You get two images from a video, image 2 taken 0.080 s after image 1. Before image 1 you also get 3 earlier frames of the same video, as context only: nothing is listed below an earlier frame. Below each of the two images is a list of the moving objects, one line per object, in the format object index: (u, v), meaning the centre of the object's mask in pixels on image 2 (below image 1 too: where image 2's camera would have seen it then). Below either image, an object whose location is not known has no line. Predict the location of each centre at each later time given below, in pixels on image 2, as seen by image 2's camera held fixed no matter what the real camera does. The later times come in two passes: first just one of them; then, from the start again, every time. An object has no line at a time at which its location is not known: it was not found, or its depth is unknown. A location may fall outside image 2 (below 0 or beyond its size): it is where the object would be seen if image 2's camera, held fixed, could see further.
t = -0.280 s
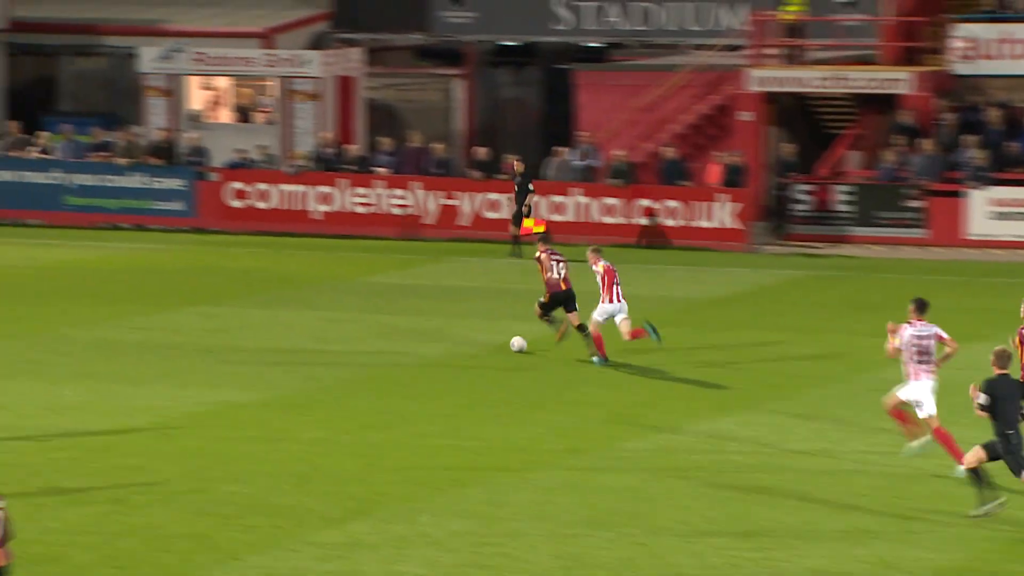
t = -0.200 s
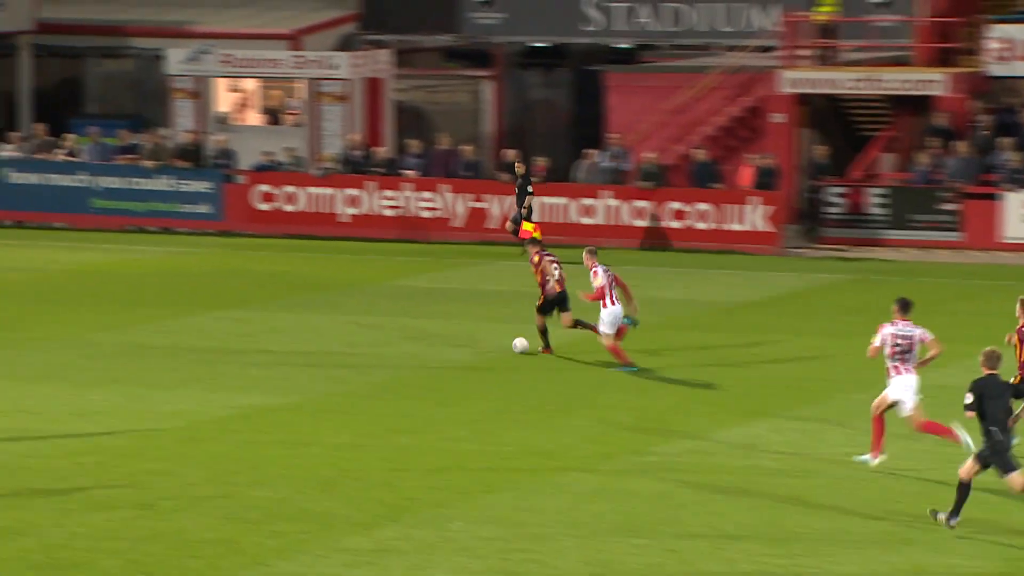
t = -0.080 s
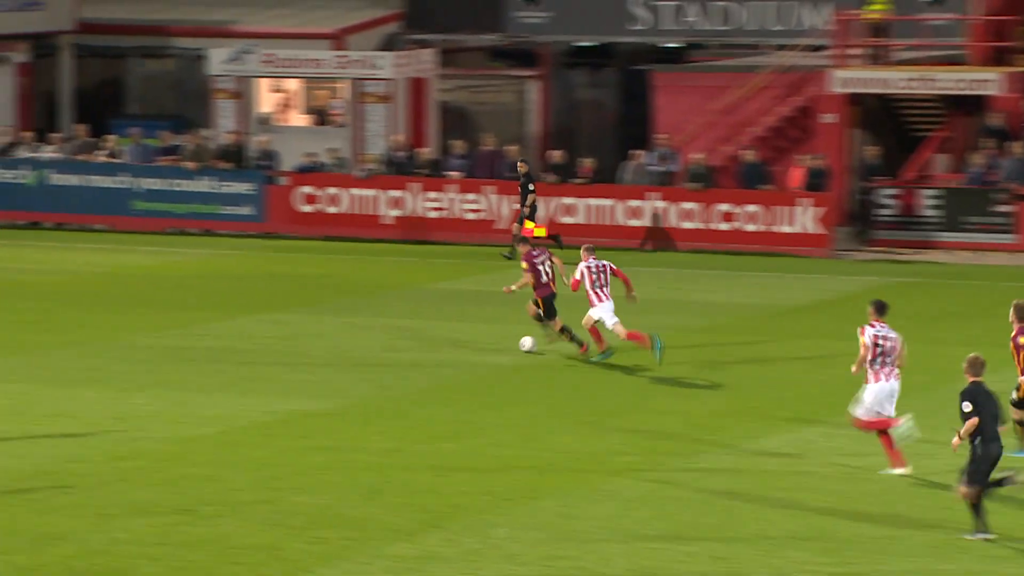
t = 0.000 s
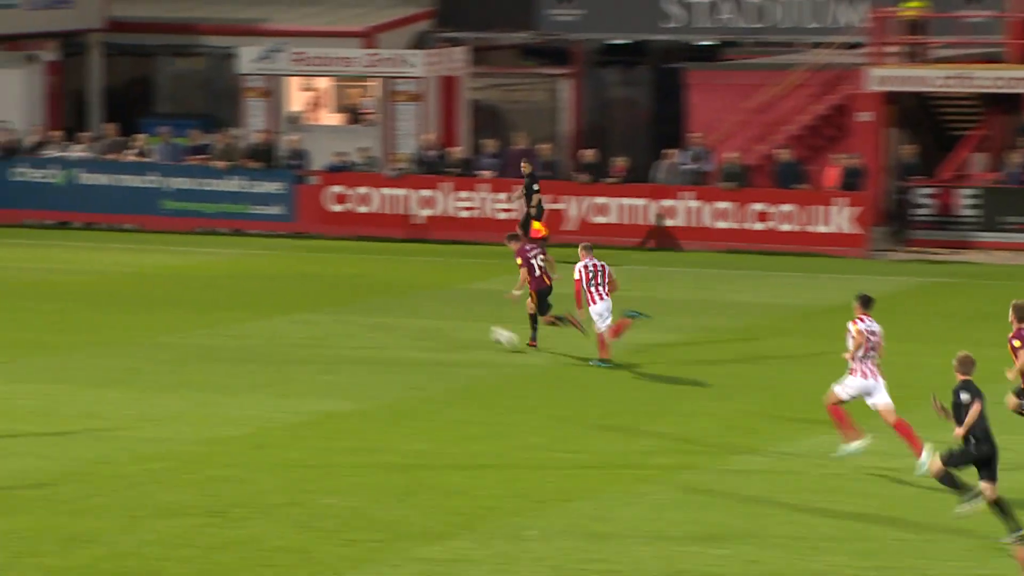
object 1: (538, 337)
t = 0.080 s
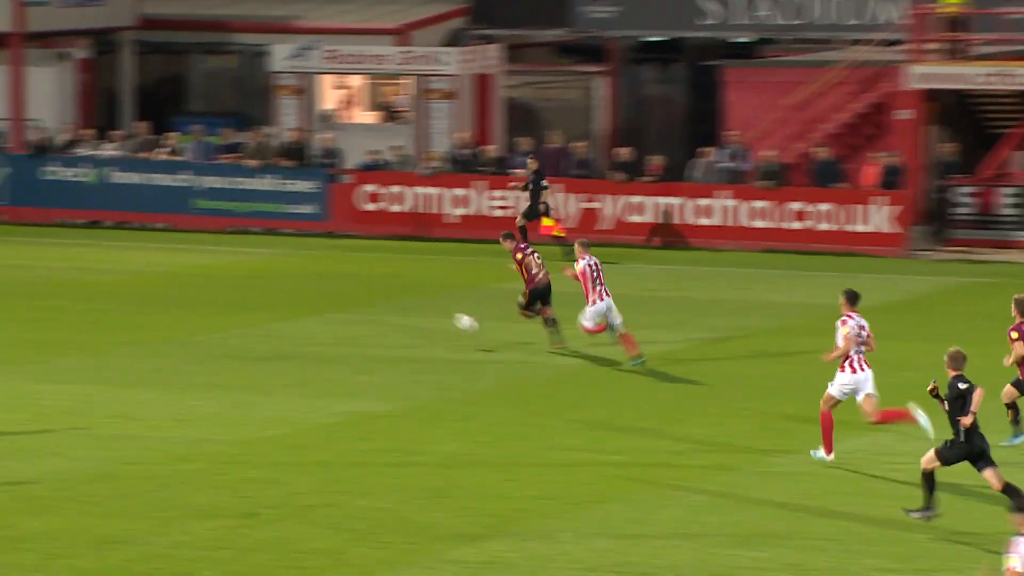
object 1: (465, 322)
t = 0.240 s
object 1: (330, 312)
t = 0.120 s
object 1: (432, 318)
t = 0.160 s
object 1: (398, 315)
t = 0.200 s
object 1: (364, 312)
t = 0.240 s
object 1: (330, 312)
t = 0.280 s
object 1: (297, 313)
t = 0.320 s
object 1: (263, 316)
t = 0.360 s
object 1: (230, 320)
